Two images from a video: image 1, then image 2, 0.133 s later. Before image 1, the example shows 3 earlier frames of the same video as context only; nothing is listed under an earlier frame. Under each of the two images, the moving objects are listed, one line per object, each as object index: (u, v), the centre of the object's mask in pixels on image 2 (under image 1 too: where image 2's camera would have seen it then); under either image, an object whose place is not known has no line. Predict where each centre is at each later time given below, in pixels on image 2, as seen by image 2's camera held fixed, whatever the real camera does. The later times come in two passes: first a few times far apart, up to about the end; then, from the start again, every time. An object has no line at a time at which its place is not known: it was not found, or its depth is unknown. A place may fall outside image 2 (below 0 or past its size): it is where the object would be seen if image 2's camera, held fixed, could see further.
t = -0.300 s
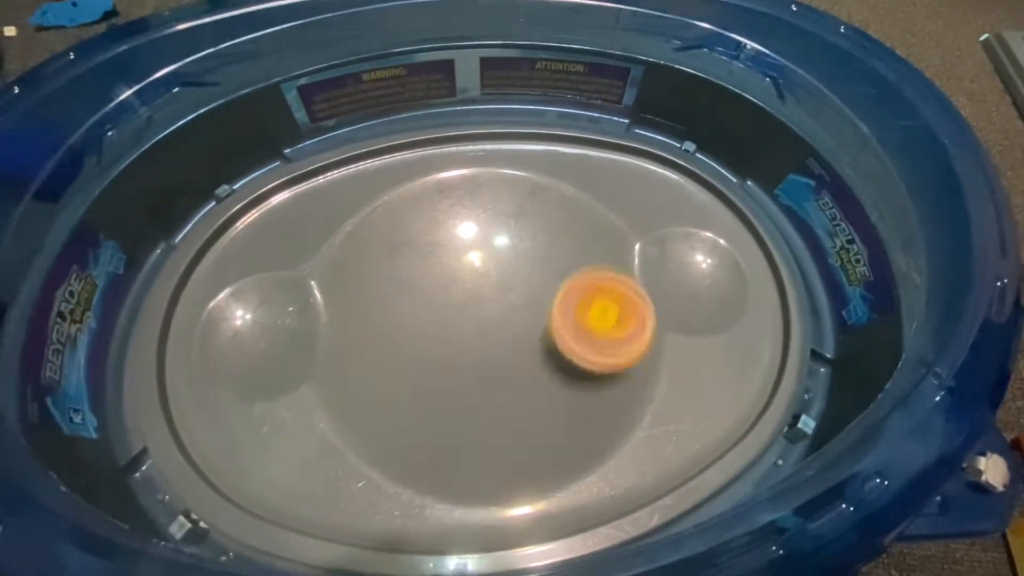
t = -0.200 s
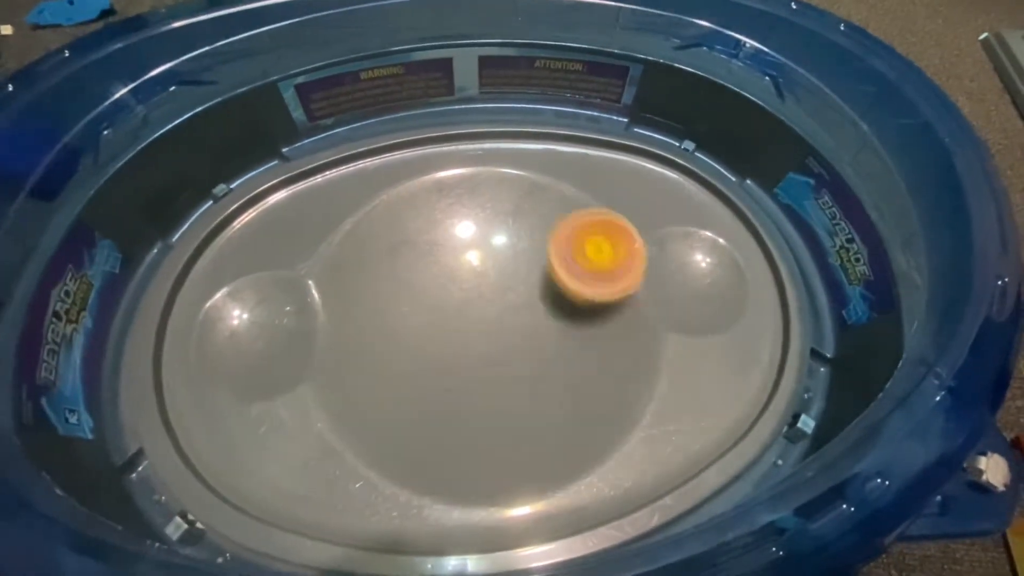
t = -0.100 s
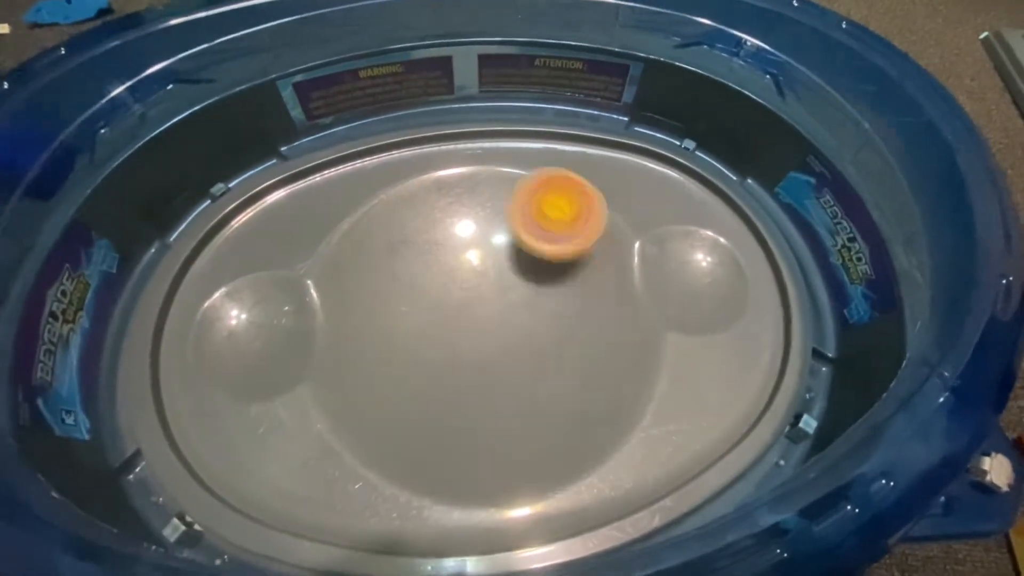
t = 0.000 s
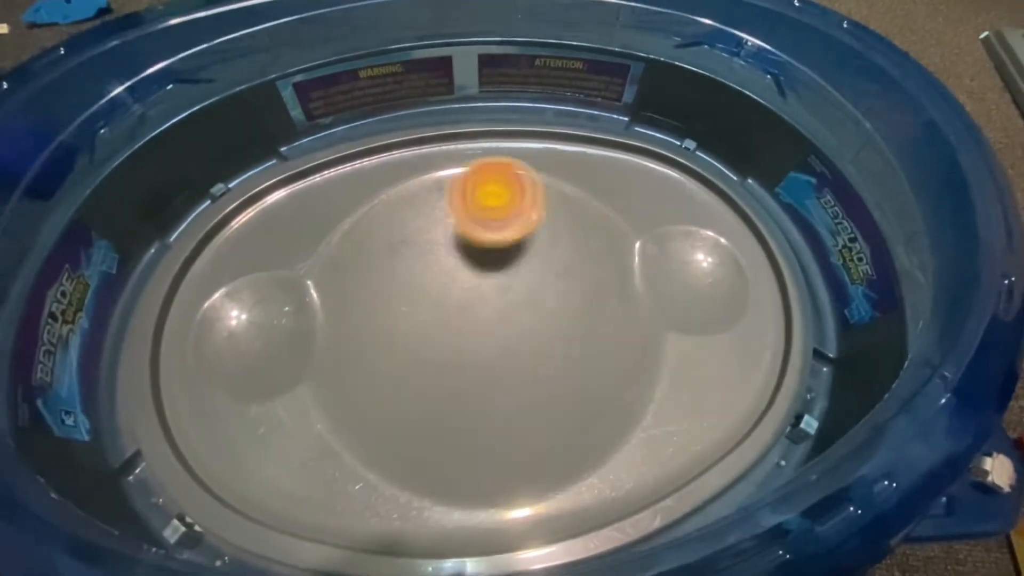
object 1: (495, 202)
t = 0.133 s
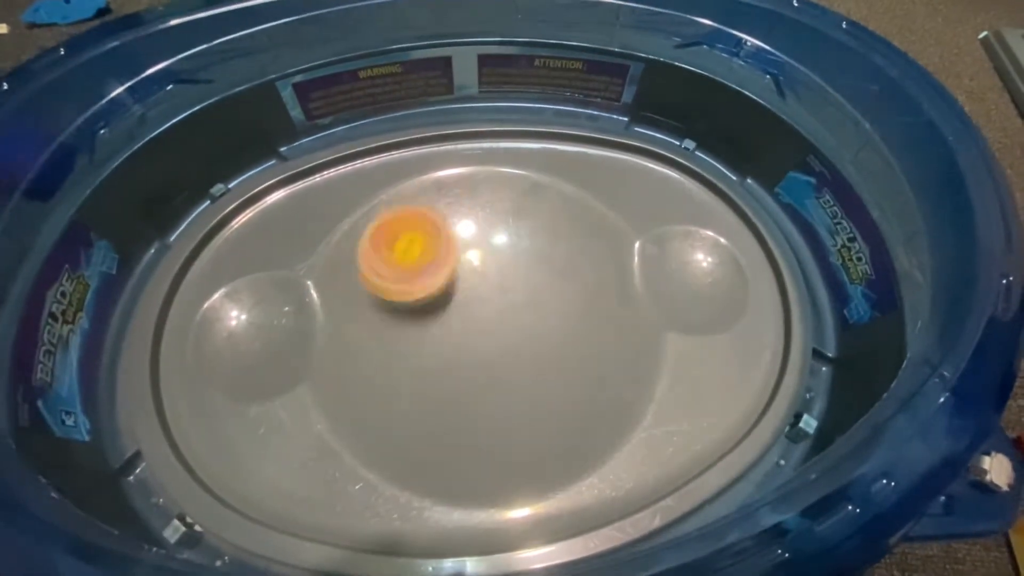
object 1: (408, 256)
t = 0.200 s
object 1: (392, 306)
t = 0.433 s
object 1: (518, 416)
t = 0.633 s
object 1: (615, 322)
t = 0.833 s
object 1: (519, 225)
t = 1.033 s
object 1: (383, 268)
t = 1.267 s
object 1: (425, 400)
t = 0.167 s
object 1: (397, 279)
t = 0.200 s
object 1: (392, 306)
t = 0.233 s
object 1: (396, 331)
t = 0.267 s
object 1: (404, 358)
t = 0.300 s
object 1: (420, 380)
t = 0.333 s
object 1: (440, 397)
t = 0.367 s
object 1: (466, 410)
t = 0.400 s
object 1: (490, 416)
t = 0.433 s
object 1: (518, 416)
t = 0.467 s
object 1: (541, 412)
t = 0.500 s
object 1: (566, 401)
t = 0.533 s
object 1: (585, 387)
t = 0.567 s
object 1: (600, 367)
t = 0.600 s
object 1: (611, 345)
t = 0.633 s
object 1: (615, 322)
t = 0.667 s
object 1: (611, 298)
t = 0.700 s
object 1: (600, 276)
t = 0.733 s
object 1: (585, 257)
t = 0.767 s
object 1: (565, 242)
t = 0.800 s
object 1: (544, 231)
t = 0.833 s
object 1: (519, 225)
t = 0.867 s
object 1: (490, 223)
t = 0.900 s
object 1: (464, 225)
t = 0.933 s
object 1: (439, 232)
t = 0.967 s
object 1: (415, 241)
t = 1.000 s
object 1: (398, 254)
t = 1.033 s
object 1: (383, 268)
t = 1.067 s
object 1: (373, 286)
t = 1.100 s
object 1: (366, 306)
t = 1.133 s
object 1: (364, 326)
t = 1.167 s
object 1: (369, 348)
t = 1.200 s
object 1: (381, 369)
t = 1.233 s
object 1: (398, 387)
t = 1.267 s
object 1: (425, 400)
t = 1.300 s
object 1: (455, 407)
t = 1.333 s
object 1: (485, 405)
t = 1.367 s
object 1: (515, 395)
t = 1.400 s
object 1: (543, 379)
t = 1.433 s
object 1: (564, 359)
